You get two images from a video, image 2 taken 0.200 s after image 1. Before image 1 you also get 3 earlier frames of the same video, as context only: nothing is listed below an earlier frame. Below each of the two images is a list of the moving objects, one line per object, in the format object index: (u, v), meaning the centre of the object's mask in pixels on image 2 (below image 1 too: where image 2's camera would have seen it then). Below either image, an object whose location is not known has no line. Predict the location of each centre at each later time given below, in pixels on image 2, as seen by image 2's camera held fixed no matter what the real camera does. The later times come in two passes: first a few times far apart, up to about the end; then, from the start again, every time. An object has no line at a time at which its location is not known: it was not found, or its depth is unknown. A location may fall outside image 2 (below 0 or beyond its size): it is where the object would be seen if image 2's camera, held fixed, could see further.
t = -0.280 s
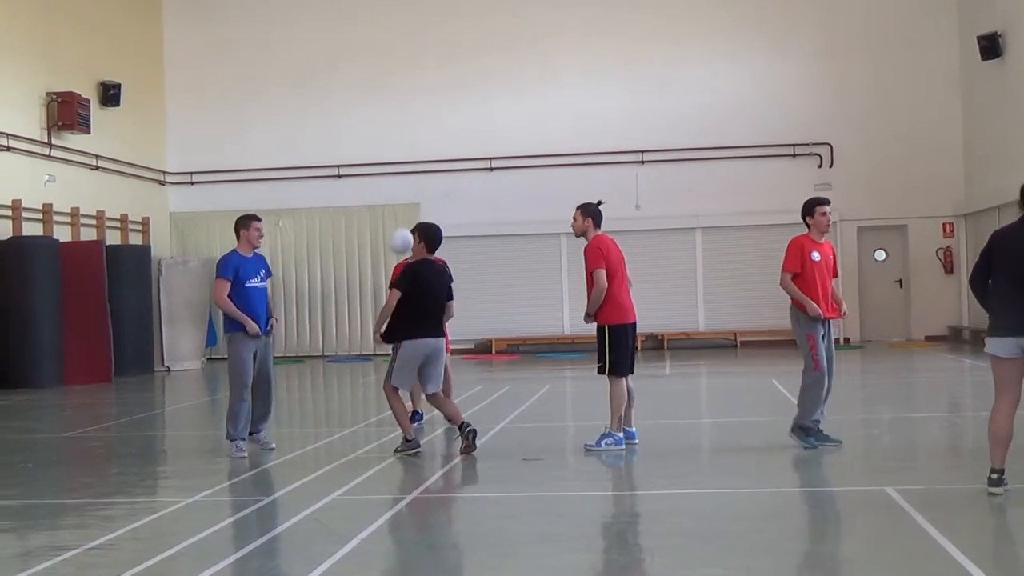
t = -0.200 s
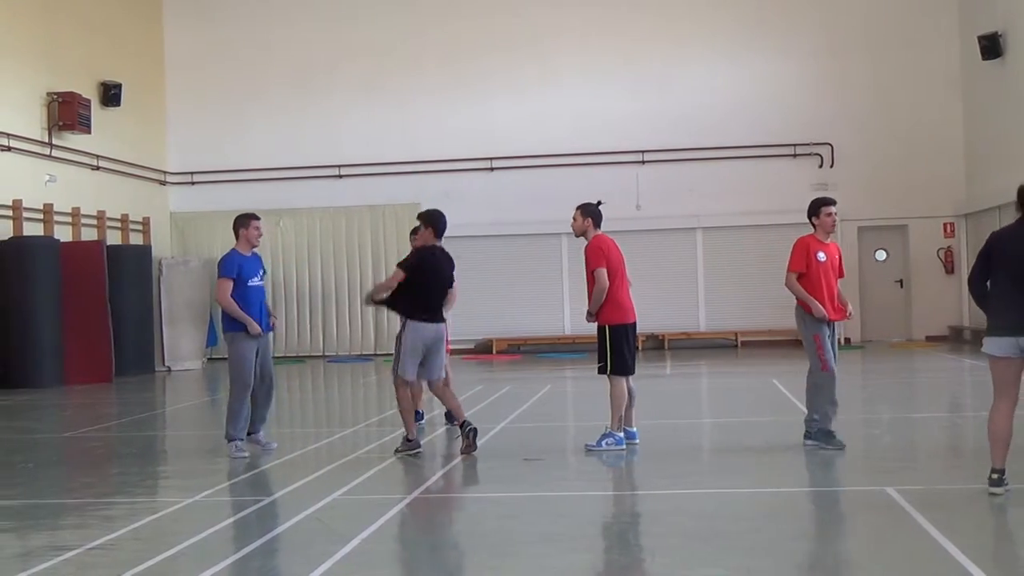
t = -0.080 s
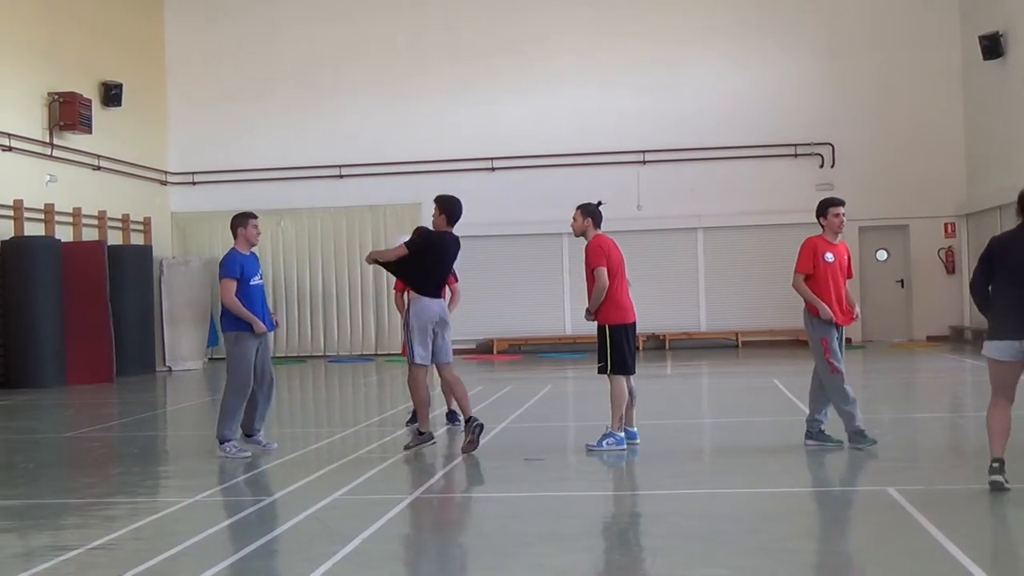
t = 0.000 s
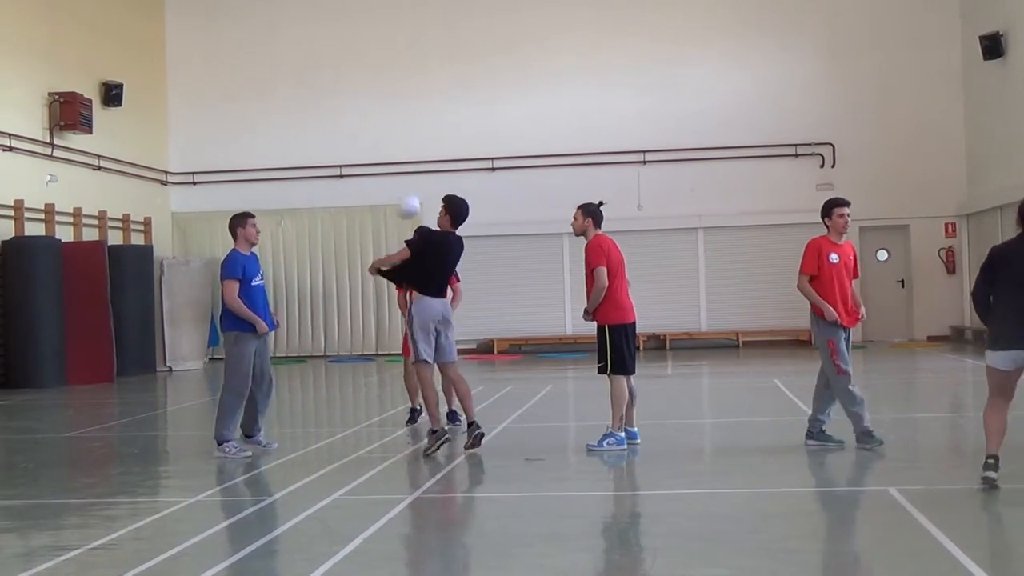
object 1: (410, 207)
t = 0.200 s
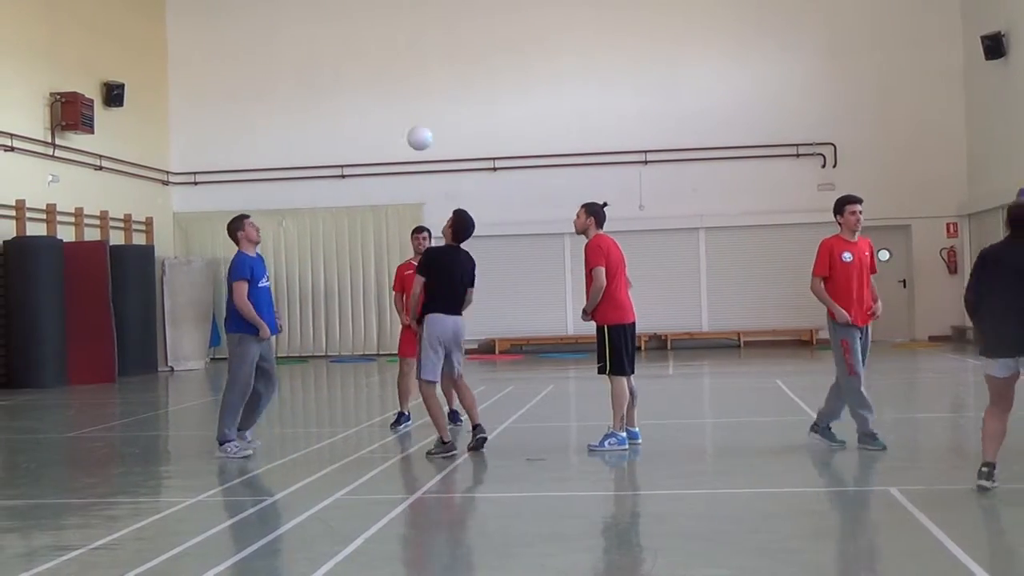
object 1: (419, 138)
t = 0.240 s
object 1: (422, 131)
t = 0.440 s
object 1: (433, 128)
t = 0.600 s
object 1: (445, 164)
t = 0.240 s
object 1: (422, 131)
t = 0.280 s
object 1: (424, 126)
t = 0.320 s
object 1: (426, 123)
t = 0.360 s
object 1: (429, 123)
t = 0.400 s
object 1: (431, 124)
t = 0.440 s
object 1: (433, 128)
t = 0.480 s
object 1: (436, 134)
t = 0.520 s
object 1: (439, 142)
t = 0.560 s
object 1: (442, 152)
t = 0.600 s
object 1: (445, 164)
